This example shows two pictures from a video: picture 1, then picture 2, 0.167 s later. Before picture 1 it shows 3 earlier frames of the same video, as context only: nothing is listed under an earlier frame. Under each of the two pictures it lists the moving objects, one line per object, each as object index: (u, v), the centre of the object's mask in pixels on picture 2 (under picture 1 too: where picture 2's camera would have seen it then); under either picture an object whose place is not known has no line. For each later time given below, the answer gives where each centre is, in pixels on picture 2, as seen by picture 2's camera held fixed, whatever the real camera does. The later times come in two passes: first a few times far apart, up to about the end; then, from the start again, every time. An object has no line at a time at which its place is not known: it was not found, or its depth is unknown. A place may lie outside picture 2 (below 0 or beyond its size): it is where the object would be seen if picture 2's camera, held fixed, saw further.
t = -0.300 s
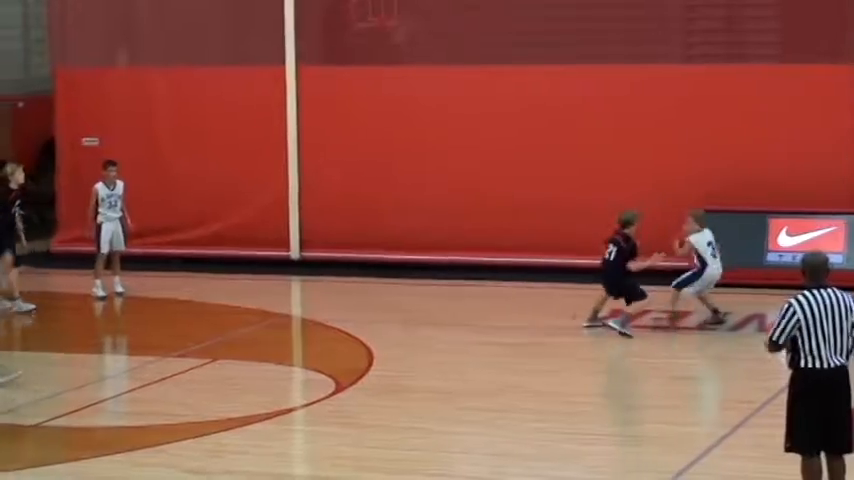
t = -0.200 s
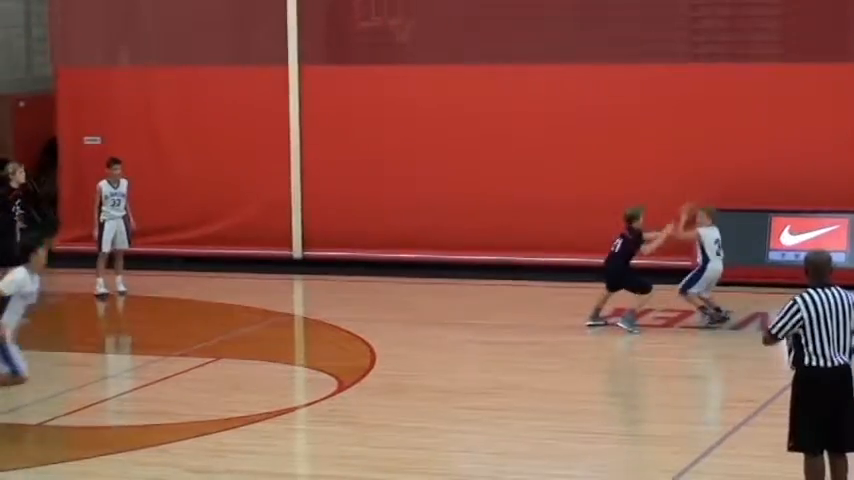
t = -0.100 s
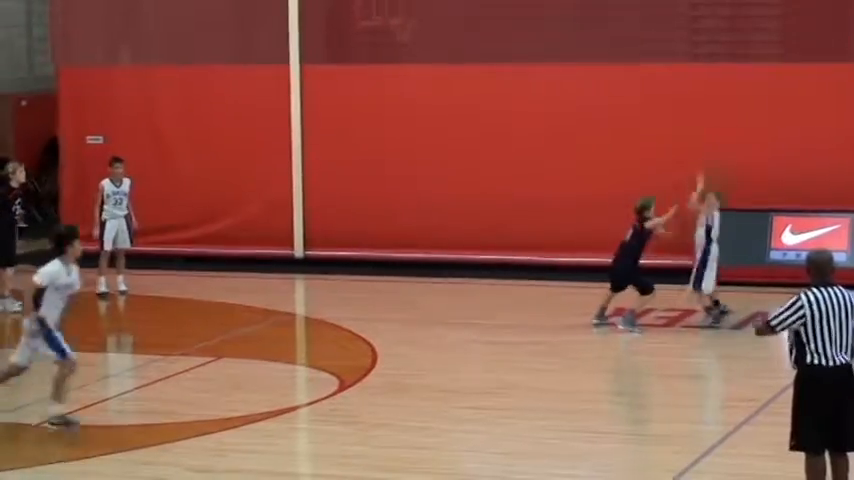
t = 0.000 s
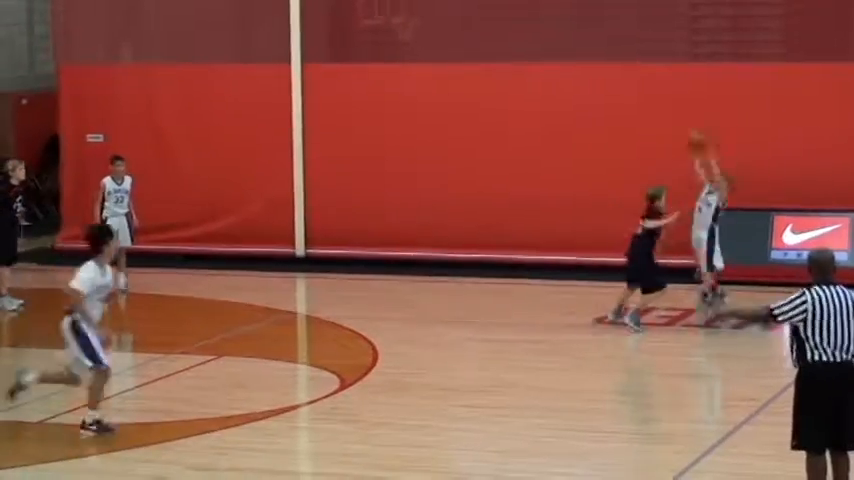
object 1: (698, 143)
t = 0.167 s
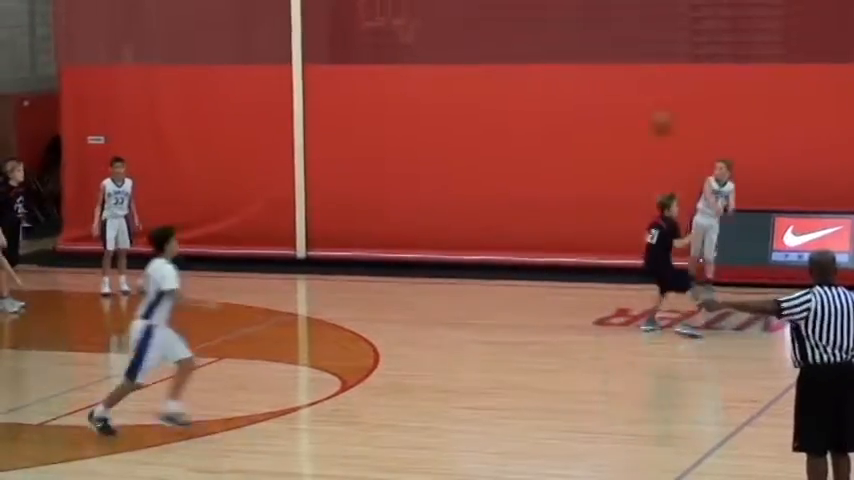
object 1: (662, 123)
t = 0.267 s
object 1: (636, 129)
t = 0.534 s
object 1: (573, 183)
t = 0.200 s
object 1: (659, 123)
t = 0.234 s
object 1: (645, 123)
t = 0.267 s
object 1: (636, 129)
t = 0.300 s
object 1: (632, 131)
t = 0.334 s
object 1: (624, 134)
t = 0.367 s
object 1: (618, 137)
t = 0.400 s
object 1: (610, 144)
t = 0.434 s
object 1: (600, 152)
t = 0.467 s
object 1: (594, 162)
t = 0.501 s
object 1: (586, 172)
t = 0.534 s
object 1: (573, 183)
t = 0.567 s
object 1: (565, 196)
